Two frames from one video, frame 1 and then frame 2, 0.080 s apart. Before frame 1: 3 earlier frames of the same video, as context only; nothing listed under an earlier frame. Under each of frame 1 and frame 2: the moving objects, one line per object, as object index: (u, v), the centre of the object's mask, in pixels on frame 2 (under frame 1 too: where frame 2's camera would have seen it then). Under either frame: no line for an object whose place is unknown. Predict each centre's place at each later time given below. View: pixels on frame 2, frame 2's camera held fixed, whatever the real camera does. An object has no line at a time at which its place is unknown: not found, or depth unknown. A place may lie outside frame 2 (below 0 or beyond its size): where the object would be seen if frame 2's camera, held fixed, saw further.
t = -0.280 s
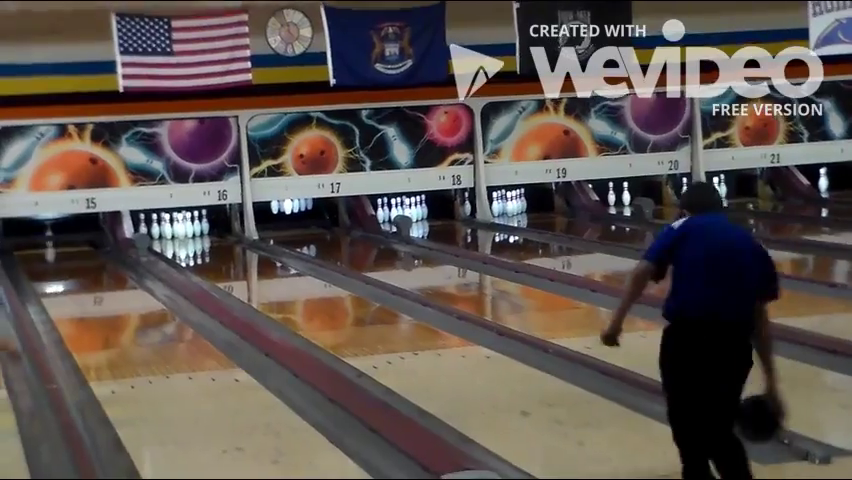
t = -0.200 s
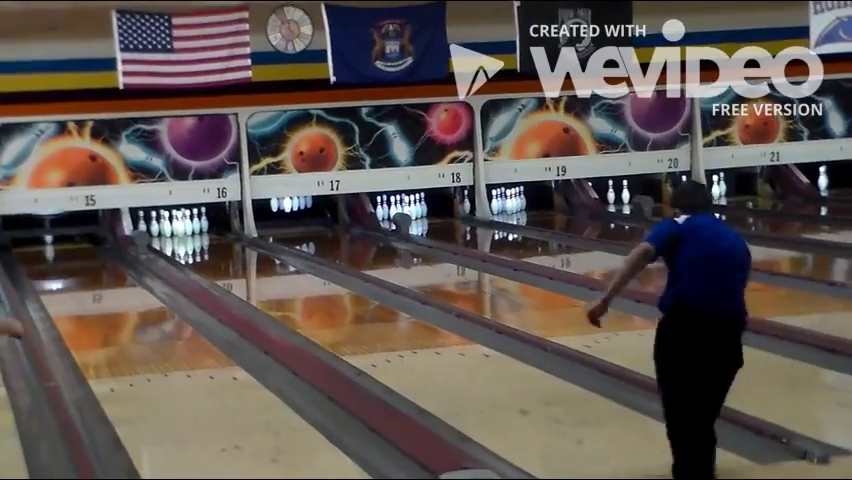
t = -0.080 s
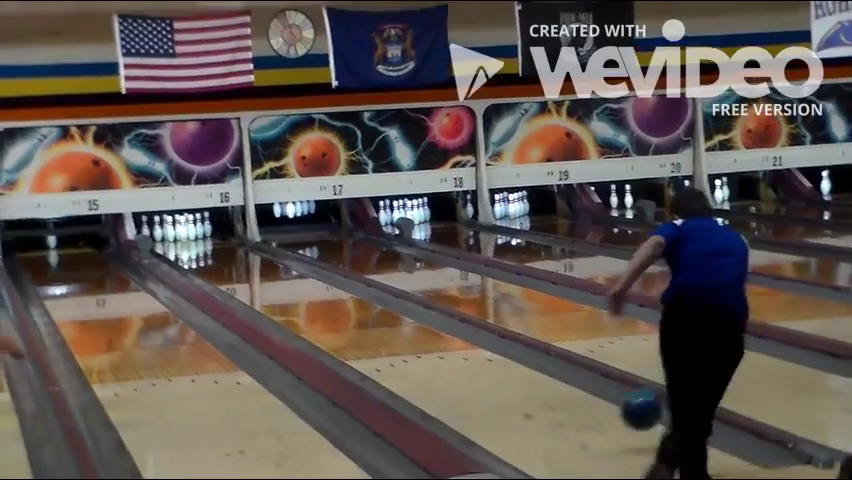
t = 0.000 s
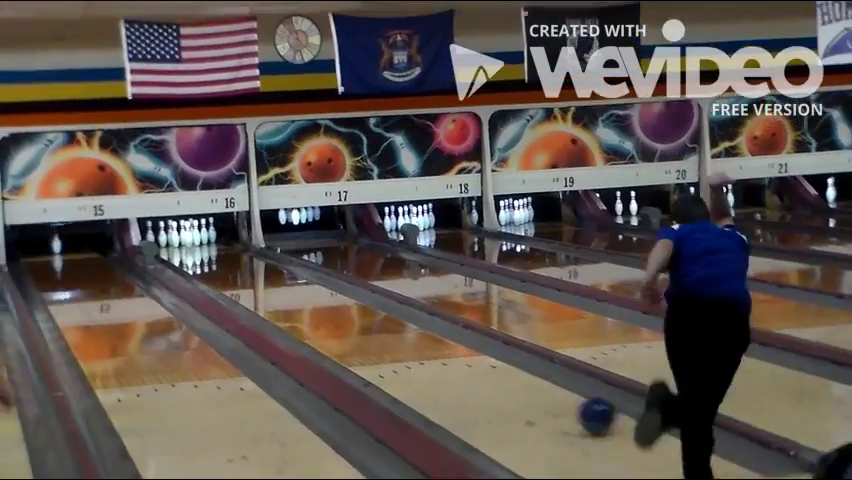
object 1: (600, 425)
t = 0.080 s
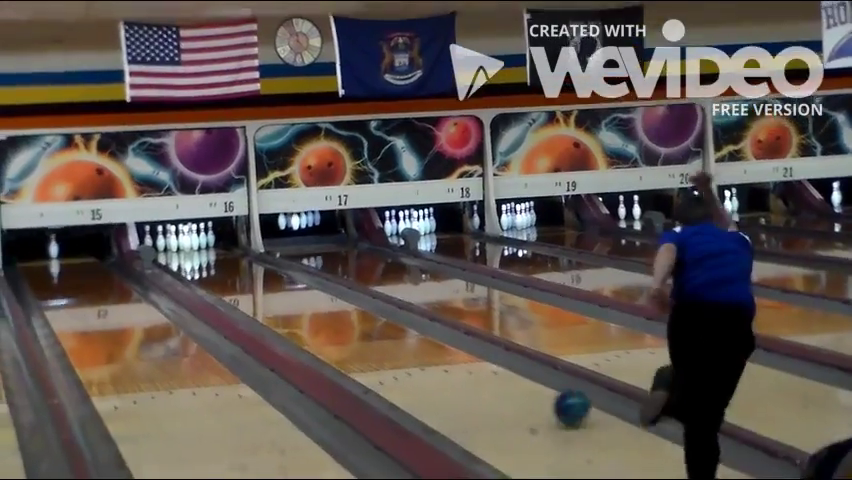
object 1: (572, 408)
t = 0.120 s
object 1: (559, 404)
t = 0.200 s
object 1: (521, 386)
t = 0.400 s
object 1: (463, 357)
